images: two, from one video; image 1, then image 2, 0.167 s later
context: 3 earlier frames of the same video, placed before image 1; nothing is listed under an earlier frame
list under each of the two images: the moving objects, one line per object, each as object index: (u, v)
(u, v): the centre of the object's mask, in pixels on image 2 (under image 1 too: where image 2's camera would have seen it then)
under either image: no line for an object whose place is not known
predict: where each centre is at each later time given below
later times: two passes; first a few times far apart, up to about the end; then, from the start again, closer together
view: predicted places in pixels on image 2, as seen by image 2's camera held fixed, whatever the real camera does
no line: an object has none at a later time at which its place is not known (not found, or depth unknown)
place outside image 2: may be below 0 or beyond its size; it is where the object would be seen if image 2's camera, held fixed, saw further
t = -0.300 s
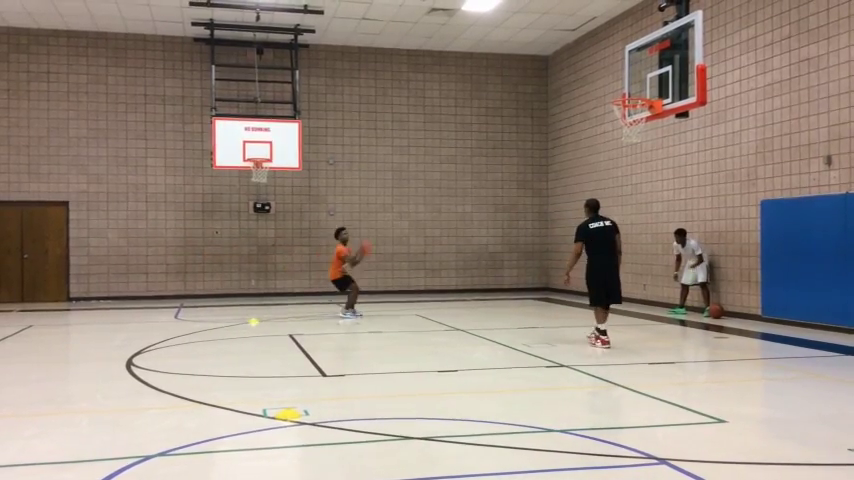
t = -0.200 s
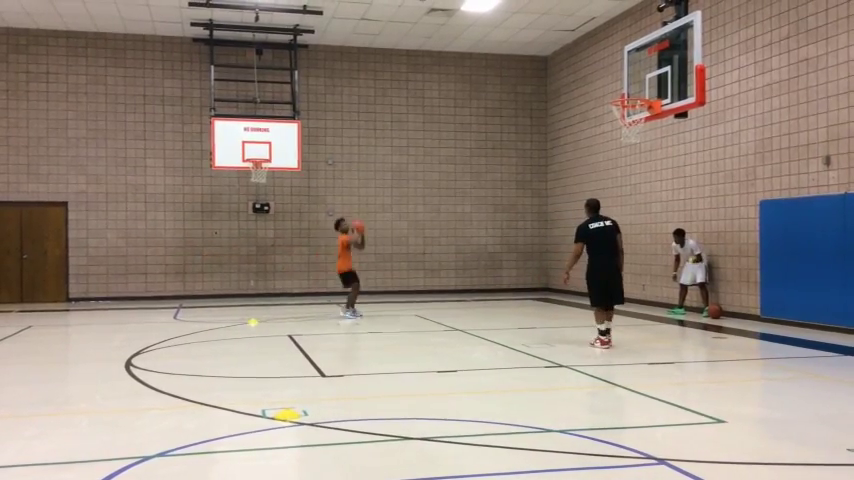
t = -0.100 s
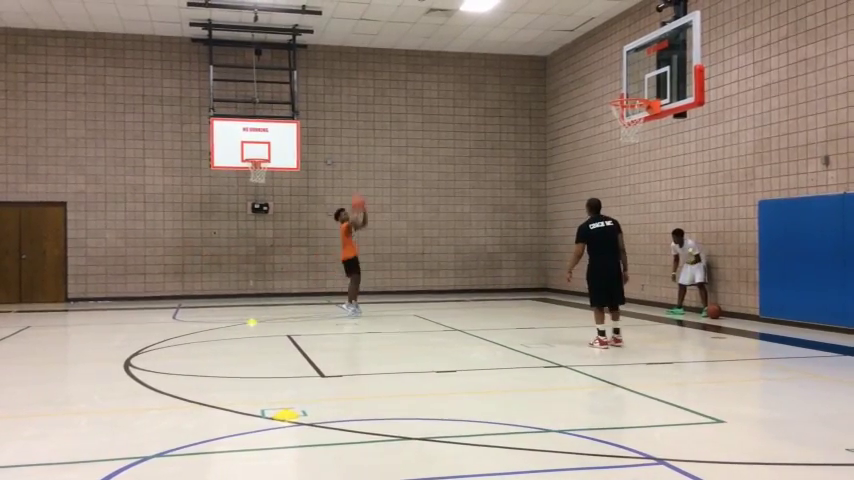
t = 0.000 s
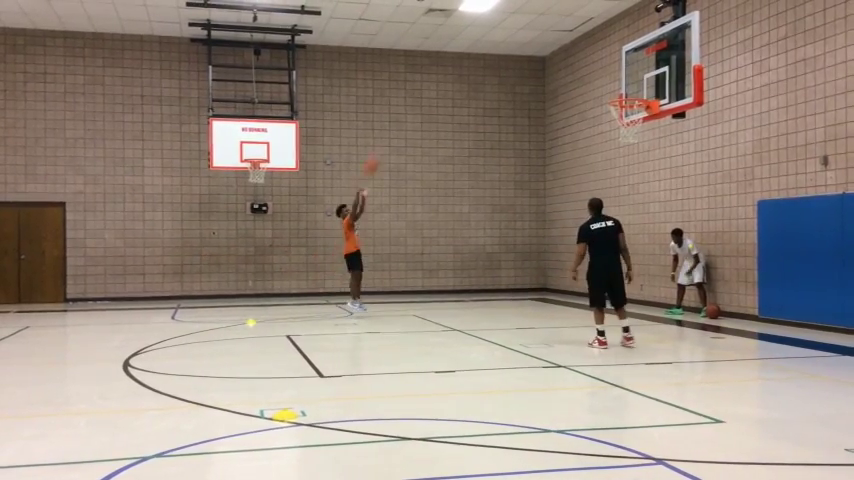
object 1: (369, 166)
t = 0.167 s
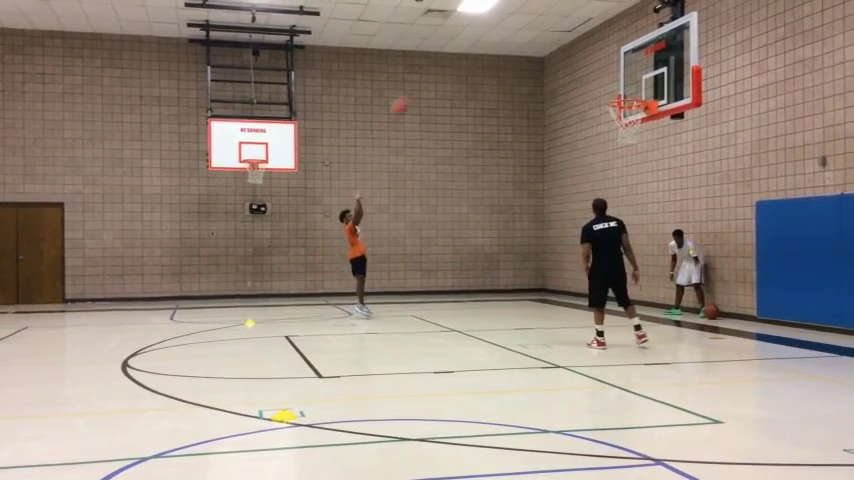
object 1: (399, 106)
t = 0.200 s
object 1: (406, 97)
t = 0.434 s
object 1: (454, 43)
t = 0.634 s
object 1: (498, 21)
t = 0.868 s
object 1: (555, 27)
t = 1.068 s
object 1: (608, 66)
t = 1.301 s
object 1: (633, 112)
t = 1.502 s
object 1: (615, 146)
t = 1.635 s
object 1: (604, 179)
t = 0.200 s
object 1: (406, 97)
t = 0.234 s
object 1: (412, 88)
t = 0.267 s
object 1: (418, 79)
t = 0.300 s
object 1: (425, 70)
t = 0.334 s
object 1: (432, 63)
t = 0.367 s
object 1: (439, 56)
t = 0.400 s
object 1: (447, 49)
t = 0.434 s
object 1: (454, 43)
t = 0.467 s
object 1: (460, 38)
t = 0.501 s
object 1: (468, 33)
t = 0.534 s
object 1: (475, 29)
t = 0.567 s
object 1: (483, 25)
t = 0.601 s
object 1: (490, 22)
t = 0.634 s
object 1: (498, 21)
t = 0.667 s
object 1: (506, 19)
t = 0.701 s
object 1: (513, 18)
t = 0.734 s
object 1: (521, 18)
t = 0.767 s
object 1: (530, 19)
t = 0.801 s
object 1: (538, 21)
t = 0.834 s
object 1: (546, 23)
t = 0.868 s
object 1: (555, 27)
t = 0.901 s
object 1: (564, 32)
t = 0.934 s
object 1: (572, 38)
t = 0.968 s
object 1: (581, 42)
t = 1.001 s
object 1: (589, 48)
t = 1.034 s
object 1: (599, 56)
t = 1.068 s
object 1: (608, 66)
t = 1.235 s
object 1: (617, 101)
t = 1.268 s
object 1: (630, 106)
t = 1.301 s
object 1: (633, 112)
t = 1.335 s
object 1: (631, 117)
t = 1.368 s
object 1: (627, 125)
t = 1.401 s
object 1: (622, 131)
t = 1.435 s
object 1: (620, 134)
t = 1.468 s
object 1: (617, 139)
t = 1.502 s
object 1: (615, 146)
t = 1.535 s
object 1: (613, 152)
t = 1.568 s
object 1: (610, 161)
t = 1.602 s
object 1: (607, 169)
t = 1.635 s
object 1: (604, 179)
